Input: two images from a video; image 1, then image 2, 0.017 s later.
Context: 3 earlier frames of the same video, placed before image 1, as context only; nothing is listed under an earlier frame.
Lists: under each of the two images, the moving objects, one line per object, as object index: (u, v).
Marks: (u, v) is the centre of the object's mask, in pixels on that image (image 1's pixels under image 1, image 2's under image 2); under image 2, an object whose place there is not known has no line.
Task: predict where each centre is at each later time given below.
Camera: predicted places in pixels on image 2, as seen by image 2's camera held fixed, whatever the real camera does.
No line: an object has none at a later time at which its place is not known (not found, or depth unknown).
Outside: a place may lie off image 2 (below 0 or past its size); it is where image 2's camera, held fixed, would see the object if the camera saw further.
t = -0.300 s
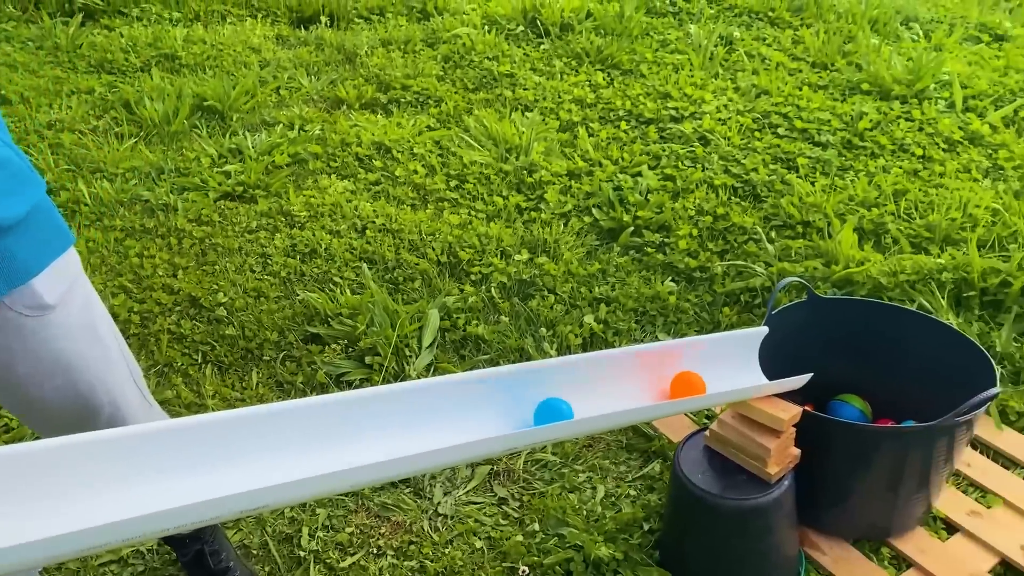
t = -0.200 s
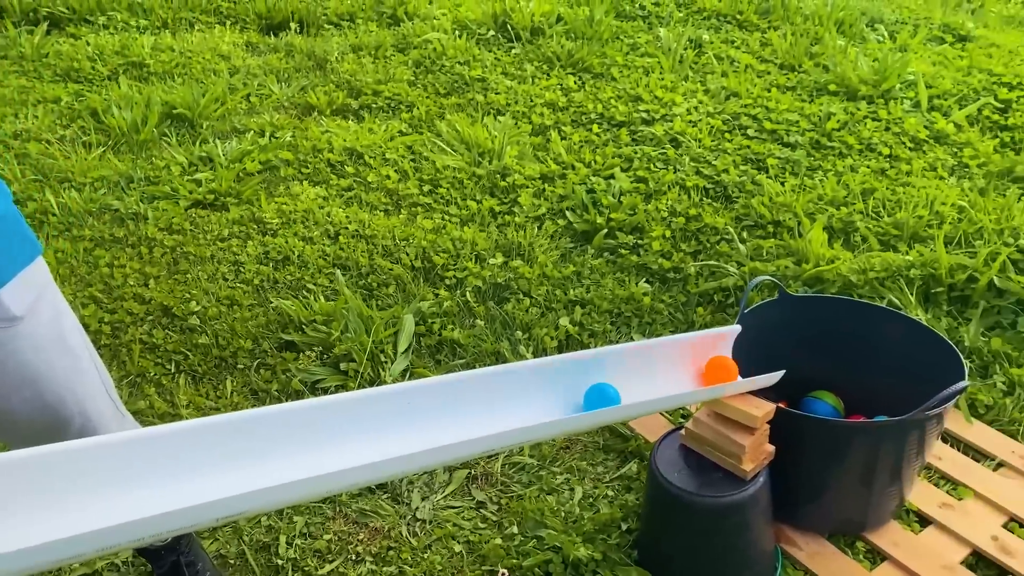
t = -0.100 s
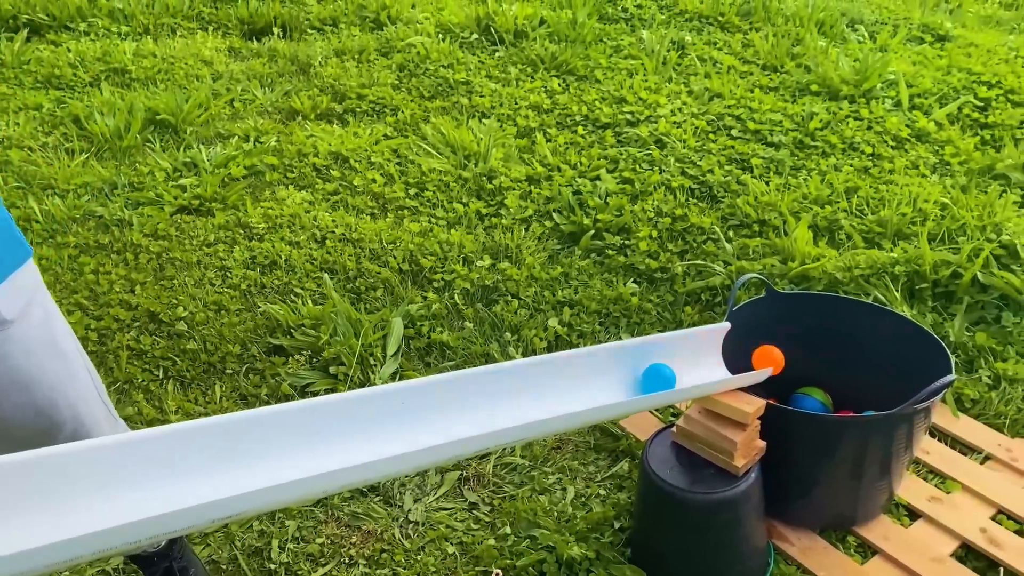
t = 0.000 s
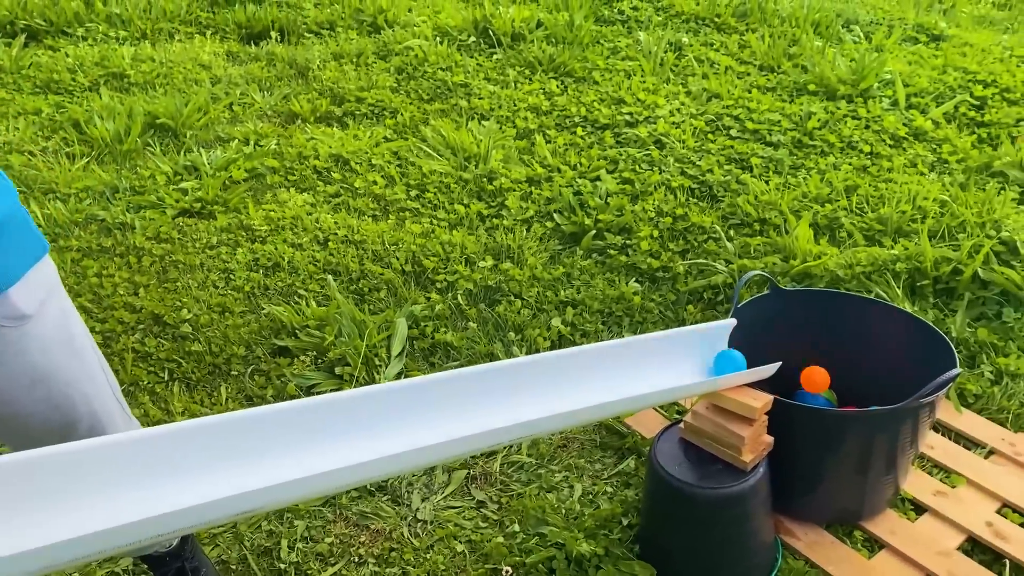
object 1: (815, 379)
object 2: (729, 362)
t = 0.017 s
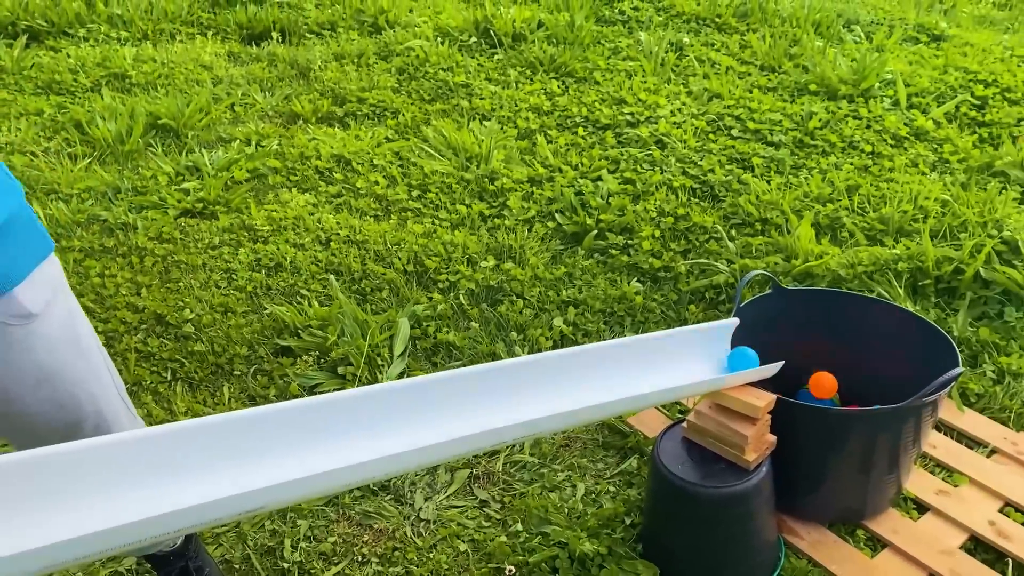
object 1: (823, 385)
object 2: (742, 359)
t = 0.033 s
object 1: (832, 380)
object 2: (752, 357)
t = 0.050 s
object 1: (843, 372)
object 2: (762, 356)
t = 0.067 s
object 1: (854, 365)
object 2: (773, 356)
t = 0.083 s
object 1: (863, 359)
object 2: (783, 358)
